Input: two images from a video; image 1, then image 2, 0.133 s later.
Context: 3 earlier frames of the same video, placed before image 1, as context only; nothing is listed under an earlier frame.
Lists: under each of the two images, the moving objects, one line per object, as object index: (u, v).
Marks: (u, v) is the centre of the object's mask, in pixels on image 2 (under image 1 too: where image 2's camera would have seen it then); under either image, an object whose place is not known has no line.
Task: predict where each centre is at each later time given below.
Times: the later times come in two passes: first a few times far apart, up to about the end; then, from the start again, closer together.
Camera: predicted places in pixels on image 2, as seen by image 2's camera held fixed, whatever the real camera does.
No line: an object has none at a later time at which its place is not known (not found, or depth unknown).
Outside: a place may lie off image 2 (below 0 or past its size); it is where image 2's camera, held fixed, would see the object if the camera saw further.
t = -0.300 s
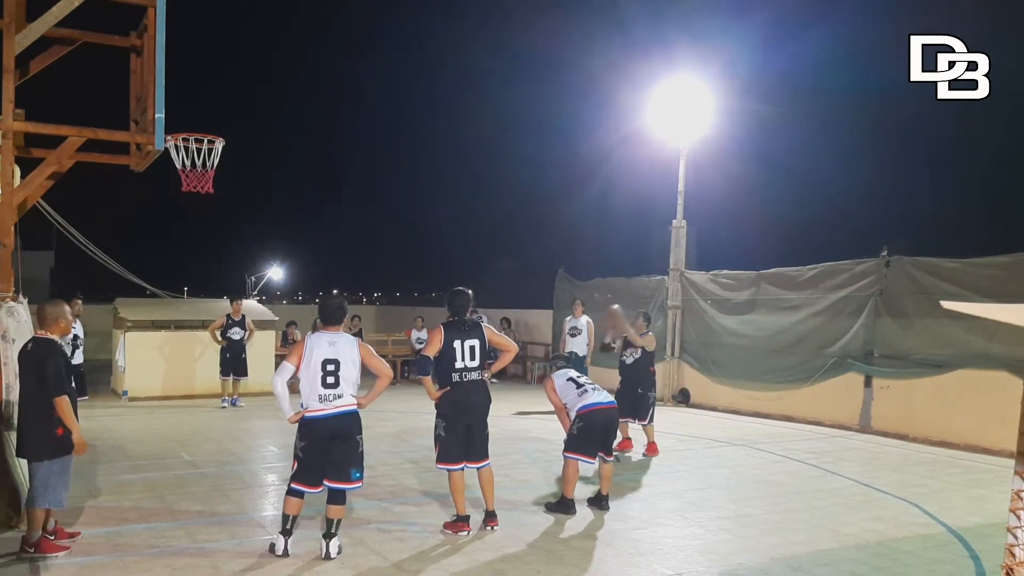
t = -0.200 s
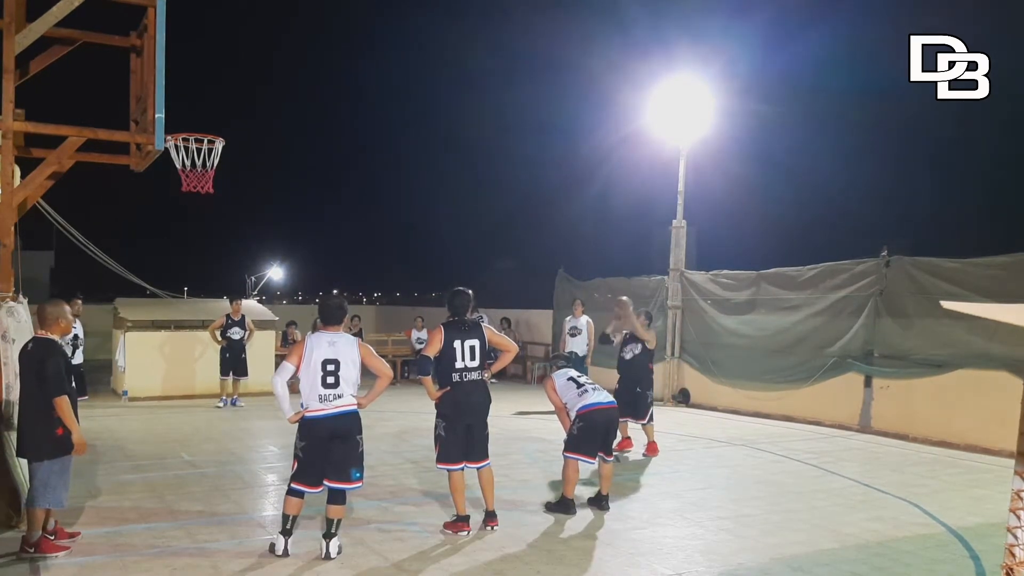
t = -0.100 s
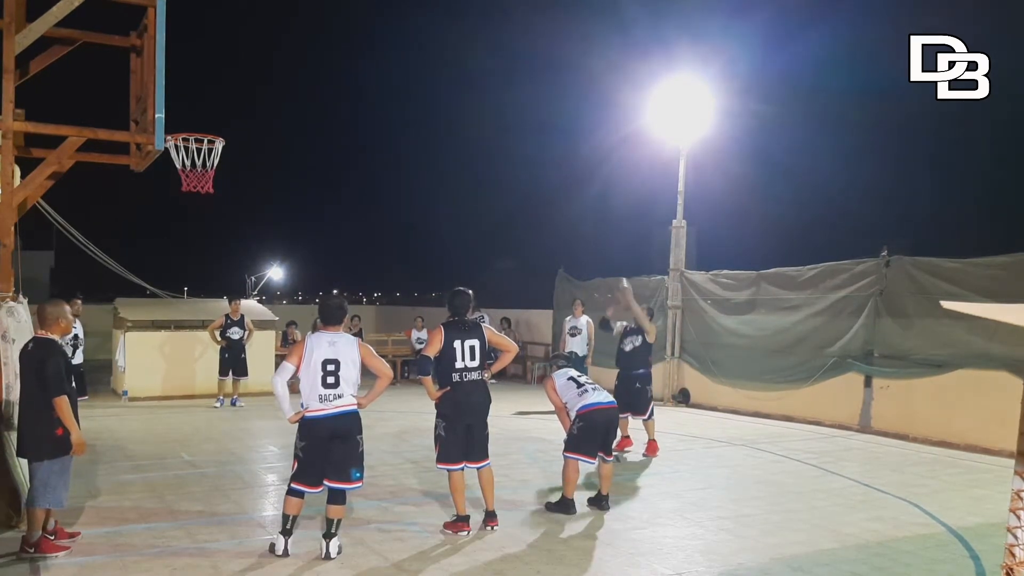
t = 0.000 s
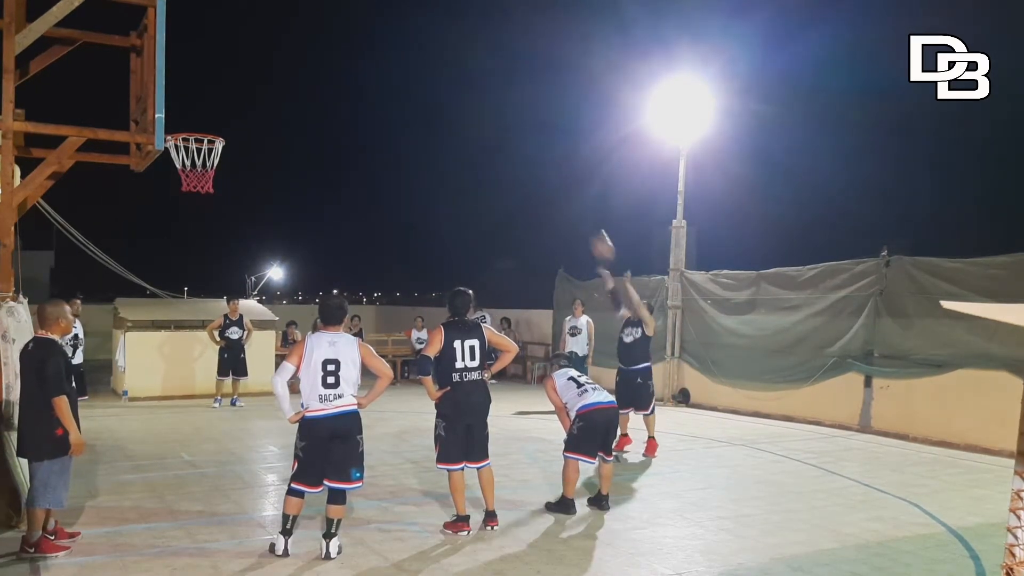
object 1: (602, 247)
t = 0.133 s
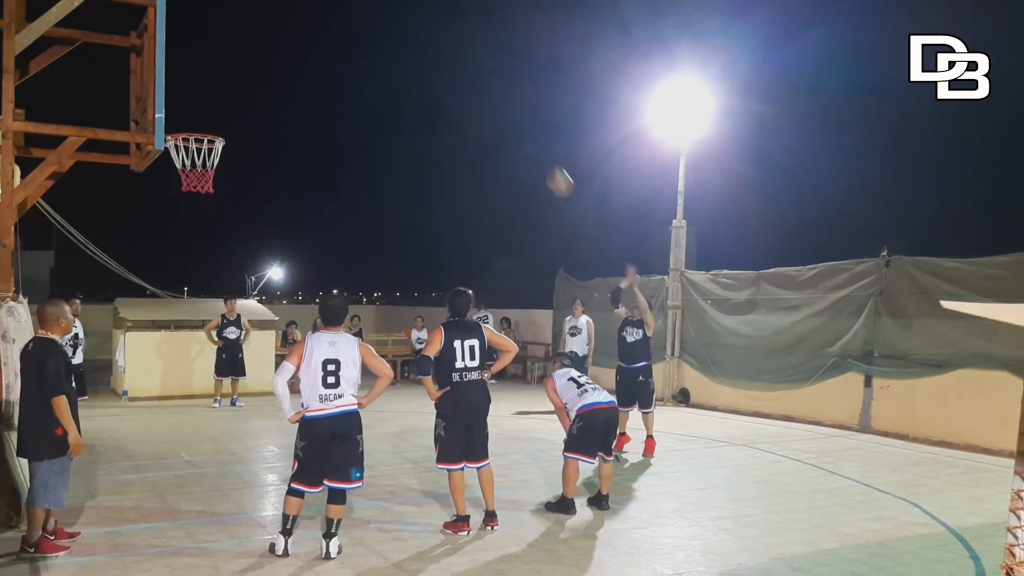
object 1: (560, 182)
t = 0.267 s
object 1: (514, 130)
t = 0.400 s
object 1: (466, 91)
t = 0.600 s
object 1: (388, 62)
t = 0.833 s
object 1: (287, 80)
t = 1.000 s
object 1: (211, 127)
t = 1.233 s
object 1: (172, 200)
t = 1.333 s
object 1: (178, 241)
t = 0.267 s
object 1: (514, 130)
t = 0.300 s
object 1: (502, 118)
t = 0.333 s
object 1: (490, 108)
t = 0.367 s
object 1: (478, 99)
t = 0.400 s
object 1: (466, 91)
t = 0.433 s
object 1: (453, 83)
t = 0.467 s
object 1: (441, 77)
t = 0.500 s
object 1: (427, 71)
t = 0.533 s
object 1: (415, 67)
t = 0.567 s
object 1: (401, 64)
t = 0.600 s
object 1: (388, 62)
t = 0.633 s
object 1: (374, 61)
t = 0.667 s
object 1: (361, 61)
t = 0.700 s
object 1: (346, 63)
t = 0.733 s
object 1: (332, 65)
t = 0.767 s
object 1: (318, 69)
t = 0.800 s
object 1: (303, 74)
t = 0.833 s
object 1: (287, 80)
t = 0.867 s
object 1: (272, 88)
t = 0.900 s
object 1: (257, 96)
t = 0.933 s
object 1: (241, 107)
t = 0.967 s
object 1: (225, 119)
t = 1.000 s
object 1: (211, 127)
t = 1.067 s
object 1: (172, 164)
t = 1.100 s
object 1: (170, 169)
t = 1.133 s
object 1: (166, 171)
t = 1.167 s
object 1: (168, 179)
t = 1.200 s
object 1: (170, 189)
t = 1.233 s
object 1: (172, 200)
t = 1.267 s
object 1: (174, 212)
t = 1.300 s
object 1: (176, 226)
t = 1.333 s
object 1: (178, 241)
